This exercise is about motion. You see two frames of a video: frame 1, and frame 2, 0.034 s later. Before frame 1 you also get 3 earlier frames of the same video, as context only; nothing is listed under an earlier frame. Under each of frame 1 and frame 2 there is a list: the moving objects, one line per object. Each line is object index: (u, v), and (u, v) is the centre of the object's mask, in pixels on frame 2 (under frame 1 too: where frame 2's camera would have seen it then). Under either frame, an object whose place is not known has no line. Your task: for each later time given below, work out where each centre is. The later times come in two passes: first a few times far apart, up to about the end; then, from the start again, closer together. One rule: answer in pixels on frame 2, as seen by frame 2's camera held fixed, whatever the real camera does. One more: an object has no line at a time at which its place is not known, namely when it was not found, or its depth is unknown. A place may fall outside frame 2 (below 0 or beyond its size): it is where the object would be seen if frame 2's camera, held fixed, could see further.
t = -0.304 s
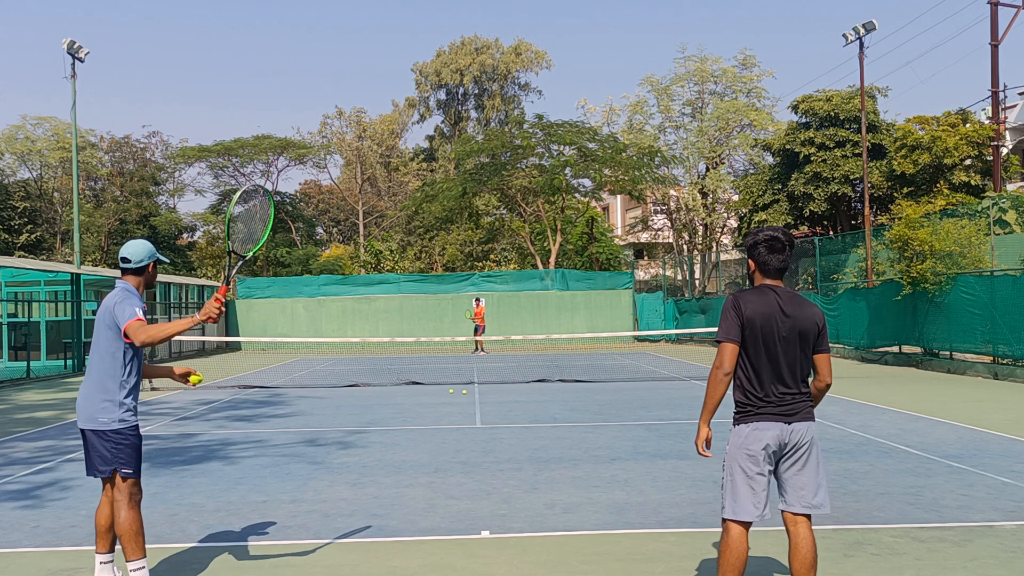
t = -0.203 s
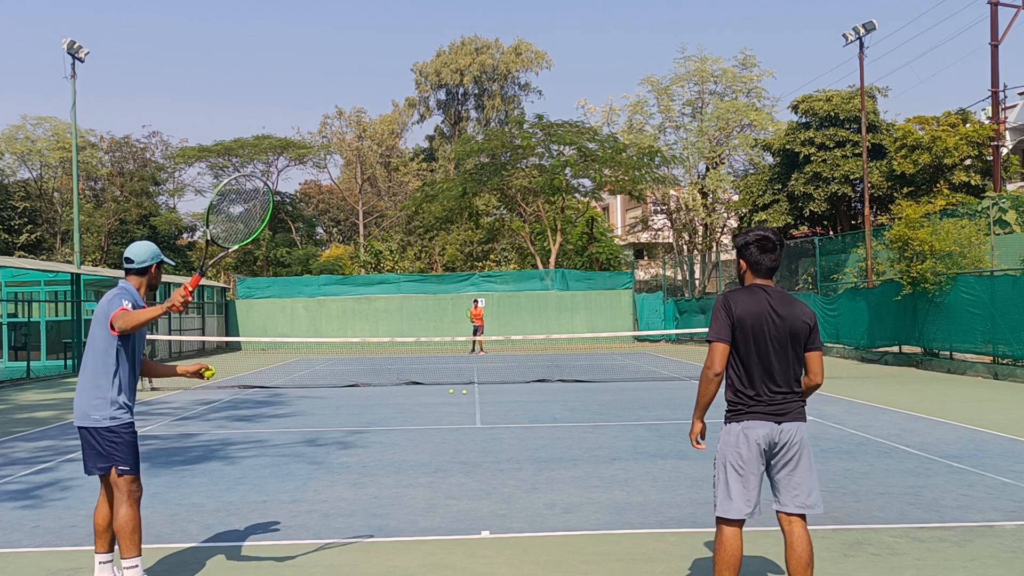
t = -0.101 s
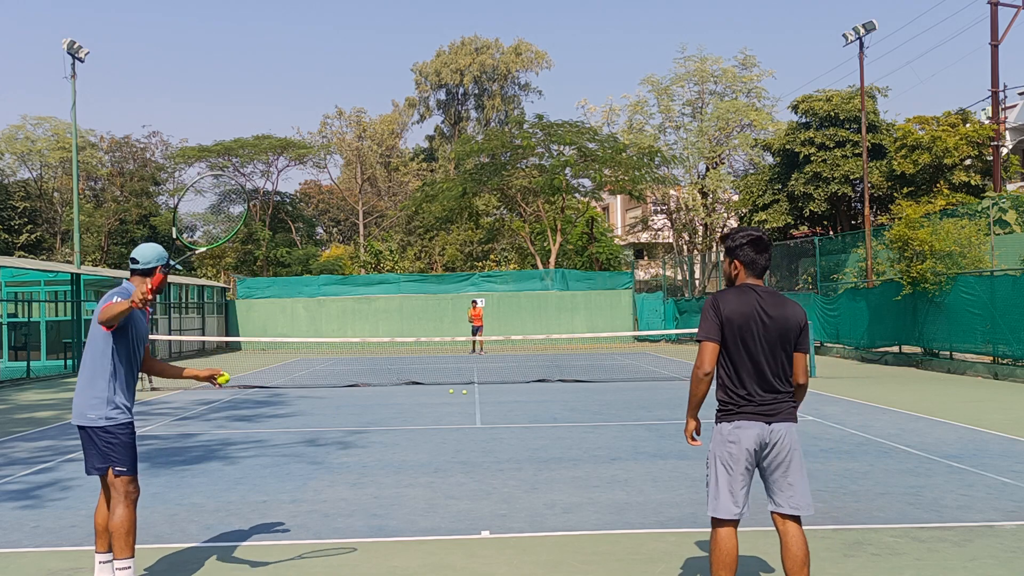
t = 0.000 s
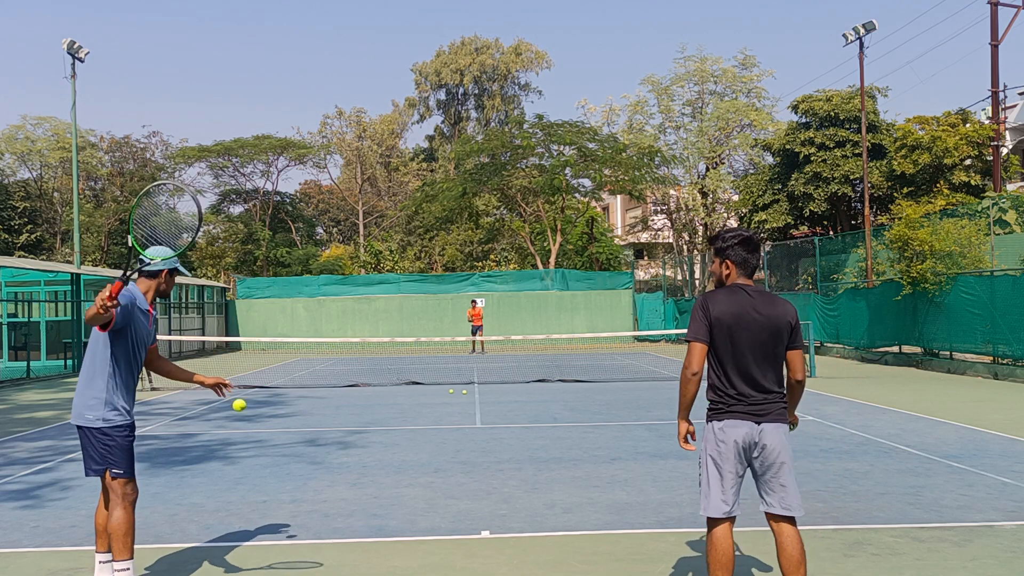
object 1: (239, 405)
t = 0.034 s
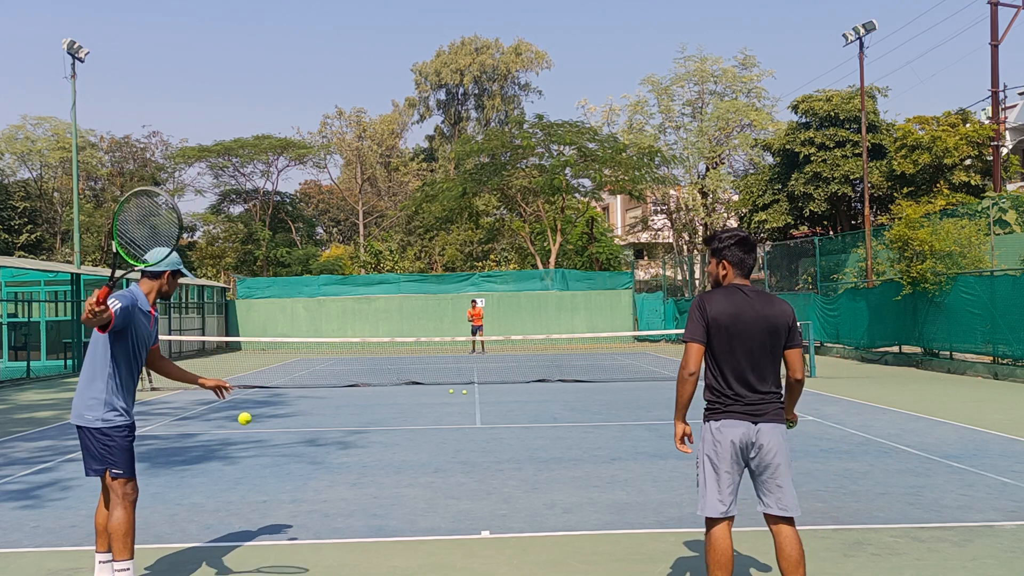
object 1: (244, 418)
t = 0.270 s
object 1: (283, 564)
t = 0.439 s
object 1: (298, 472)
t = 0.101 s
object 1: (255, 451)
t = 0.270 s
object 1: (283, 564)
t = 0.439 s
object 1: (298, 472)
